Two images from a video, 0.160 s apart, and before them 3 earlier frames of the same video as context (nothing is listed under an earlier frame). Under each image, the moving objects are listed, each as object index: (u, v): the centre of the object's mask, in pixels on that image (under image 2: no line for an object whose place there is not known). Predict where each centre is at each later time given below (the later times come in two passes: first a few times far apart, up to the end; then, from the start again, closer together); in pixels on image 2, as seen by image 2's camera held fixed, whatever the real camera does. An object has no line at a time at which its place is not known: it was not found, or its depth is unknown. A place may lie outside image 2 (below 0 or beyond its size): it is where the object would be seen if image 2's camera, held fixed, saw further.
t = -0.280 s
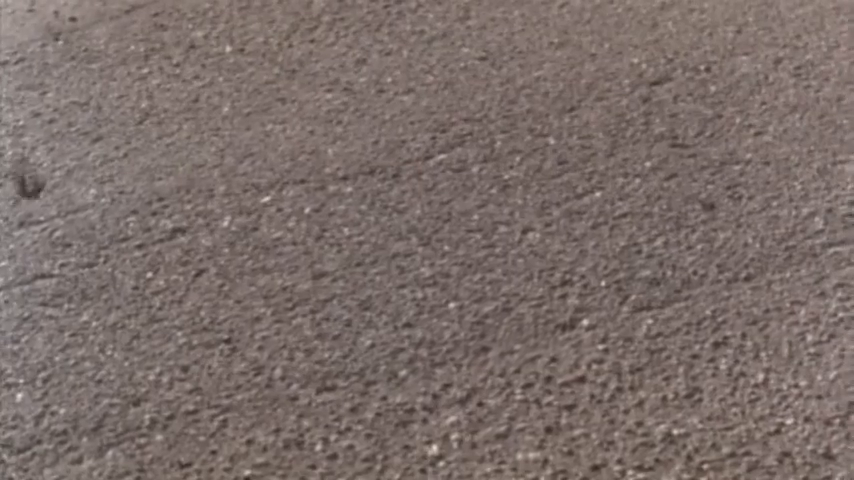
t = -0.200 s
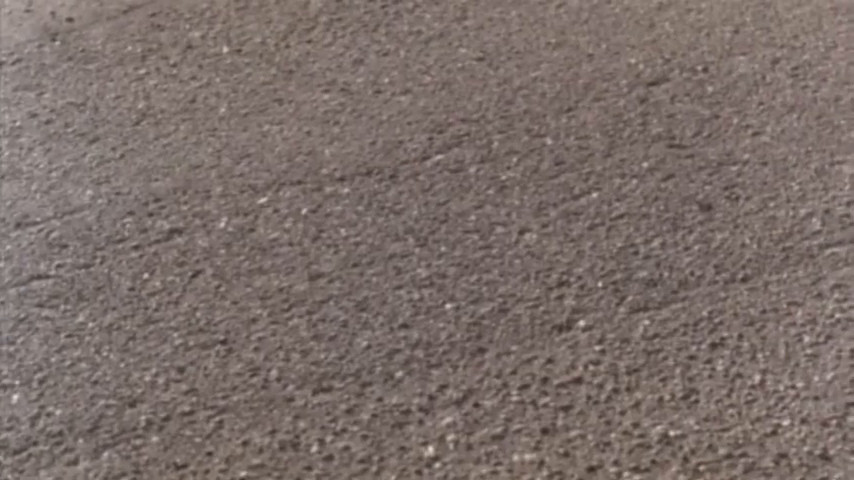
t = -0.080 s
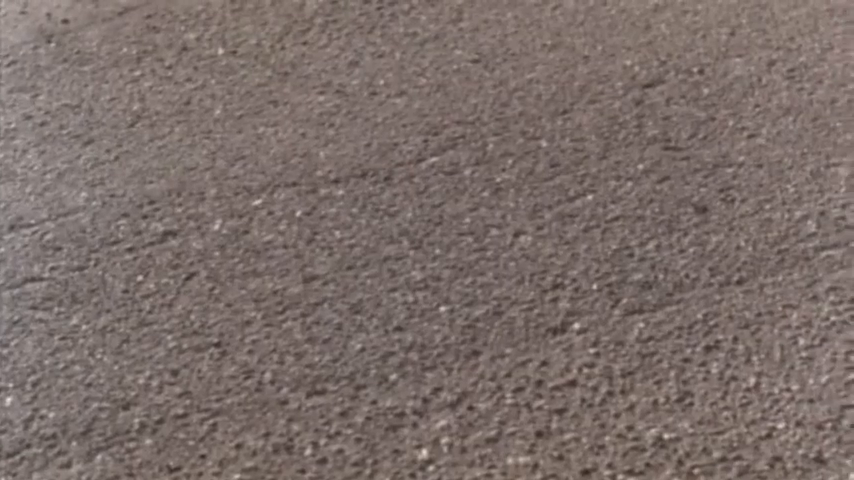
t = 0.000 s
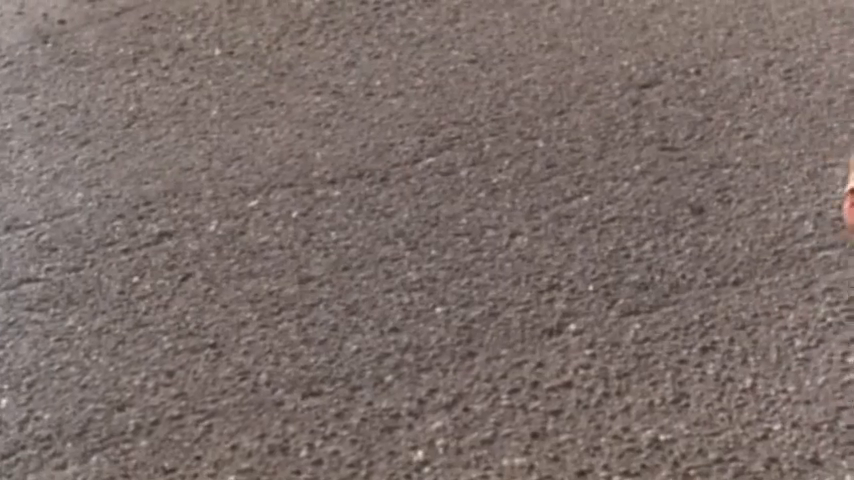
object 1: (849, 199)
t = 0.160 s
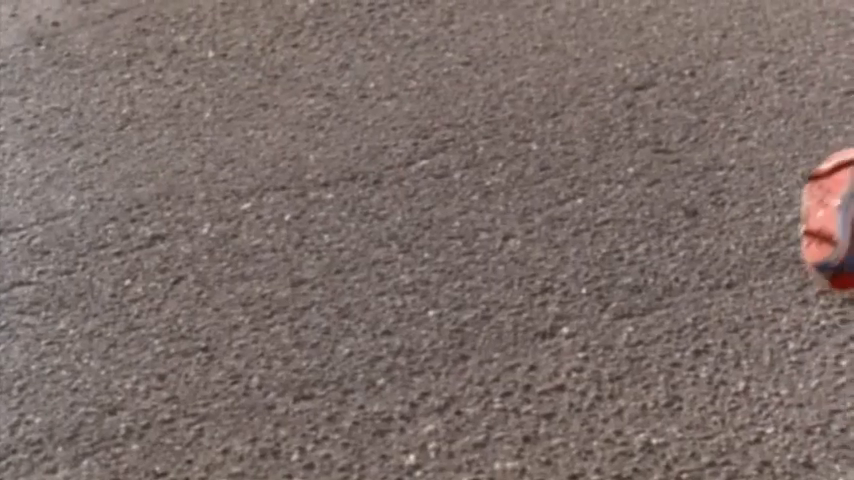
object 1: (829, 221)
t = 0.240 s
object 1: (825, 224)
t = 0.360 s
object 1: (808, 226)
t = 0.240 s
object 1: (825, 224)
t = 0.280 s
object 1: (820, 225)
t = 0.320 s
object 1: (815, 225)
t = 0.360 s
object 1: (808, 226)
